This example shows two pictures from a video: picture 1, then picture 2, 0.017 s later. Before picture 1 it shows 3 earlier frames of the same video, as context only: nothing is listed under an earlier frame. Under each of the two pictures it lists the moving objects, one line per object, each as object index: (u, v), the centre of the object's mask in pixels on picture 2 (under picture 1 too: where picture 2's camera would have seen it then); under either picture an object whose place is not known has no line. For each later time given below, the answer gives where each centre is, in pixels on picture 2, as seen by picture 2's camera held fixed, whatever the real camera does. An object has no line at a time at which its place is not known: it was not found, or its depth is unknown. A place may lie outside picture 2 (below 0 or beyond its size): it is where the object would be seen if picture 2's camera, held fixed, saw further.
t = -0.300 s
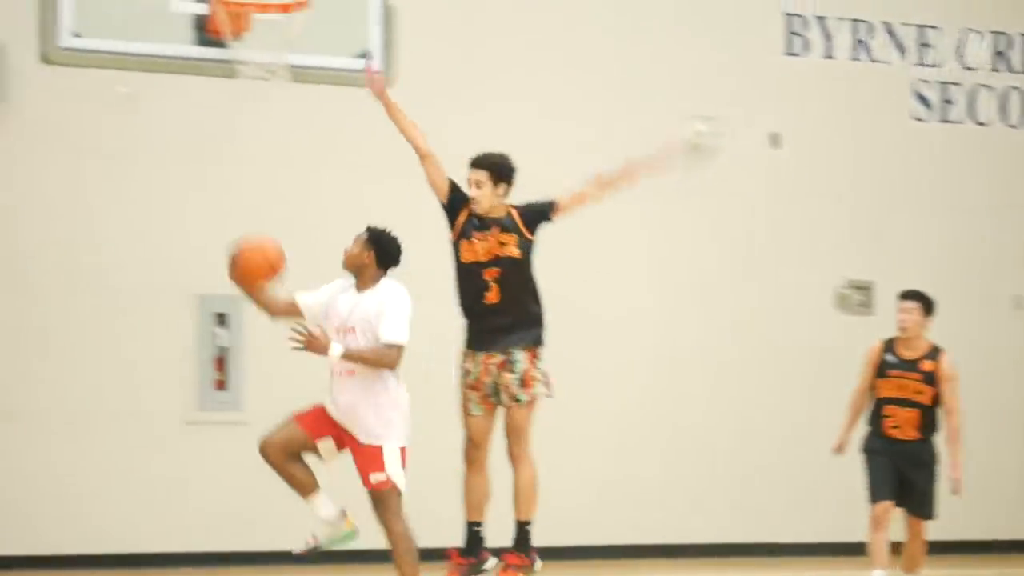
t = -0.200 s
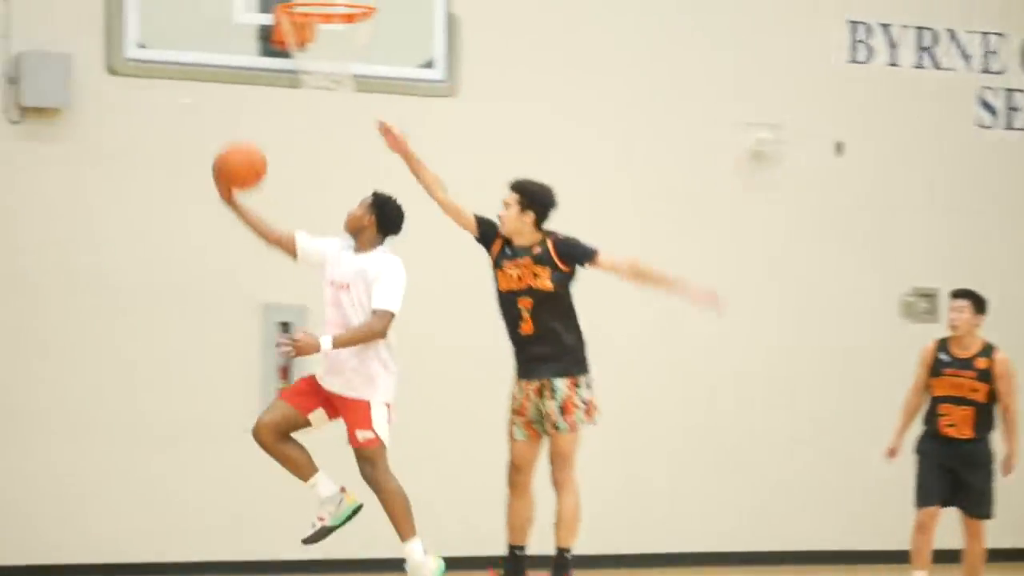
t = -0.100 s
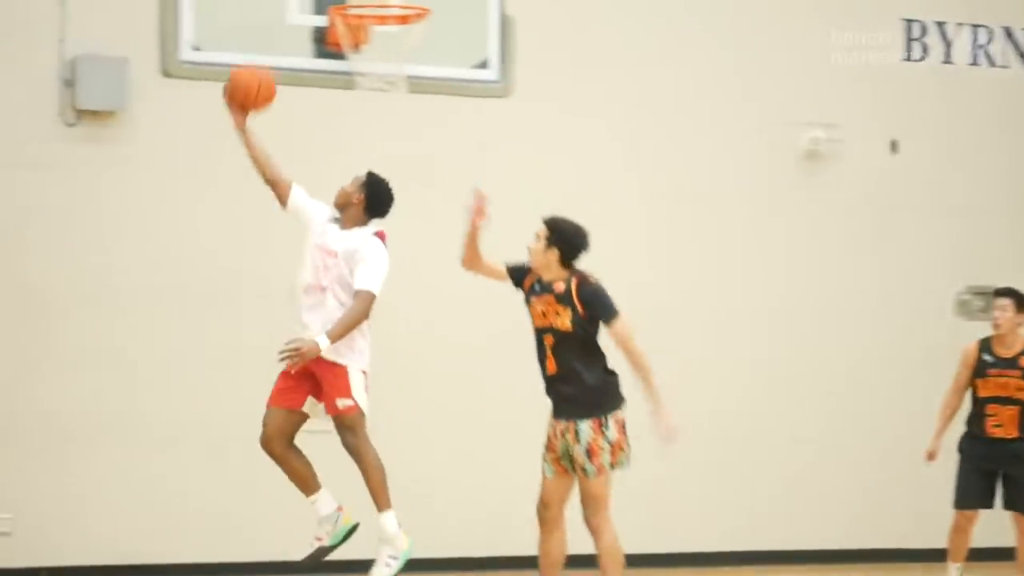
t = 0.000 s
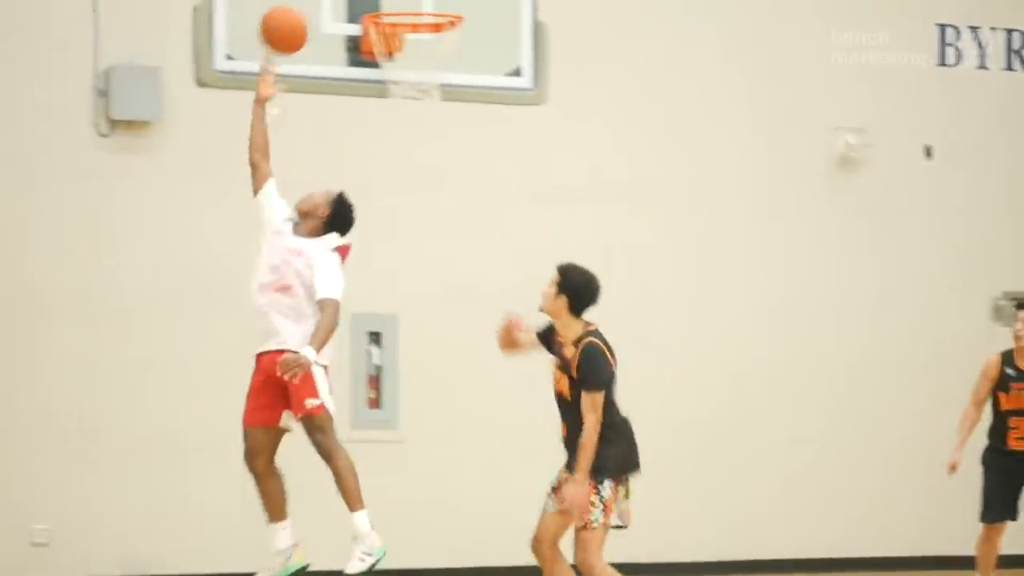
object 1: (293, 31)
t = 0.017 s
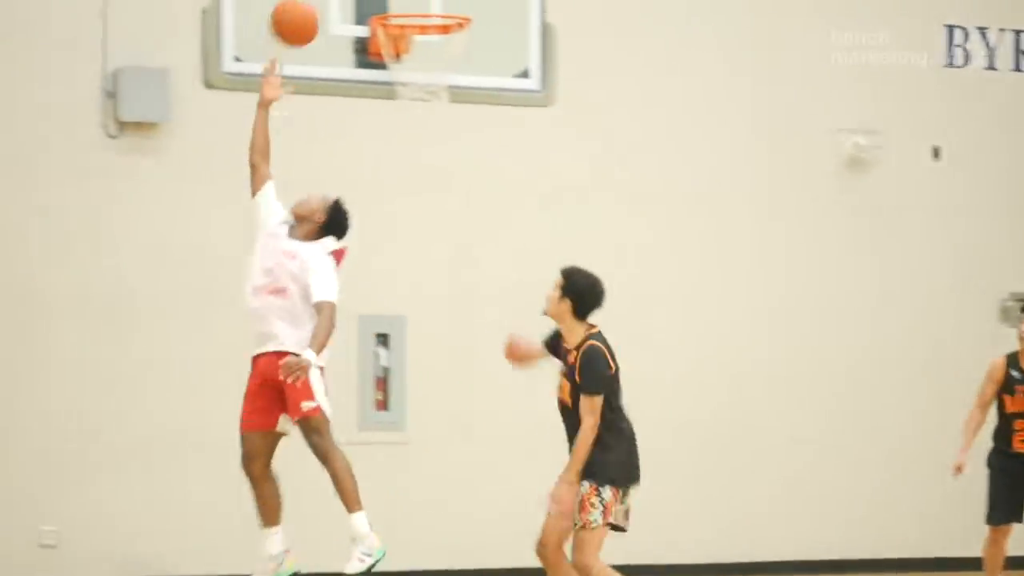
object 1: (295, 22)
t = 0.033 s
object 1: (297, 16)
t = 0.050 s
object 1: (300, 10)
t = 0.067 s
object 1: (303, 5)
